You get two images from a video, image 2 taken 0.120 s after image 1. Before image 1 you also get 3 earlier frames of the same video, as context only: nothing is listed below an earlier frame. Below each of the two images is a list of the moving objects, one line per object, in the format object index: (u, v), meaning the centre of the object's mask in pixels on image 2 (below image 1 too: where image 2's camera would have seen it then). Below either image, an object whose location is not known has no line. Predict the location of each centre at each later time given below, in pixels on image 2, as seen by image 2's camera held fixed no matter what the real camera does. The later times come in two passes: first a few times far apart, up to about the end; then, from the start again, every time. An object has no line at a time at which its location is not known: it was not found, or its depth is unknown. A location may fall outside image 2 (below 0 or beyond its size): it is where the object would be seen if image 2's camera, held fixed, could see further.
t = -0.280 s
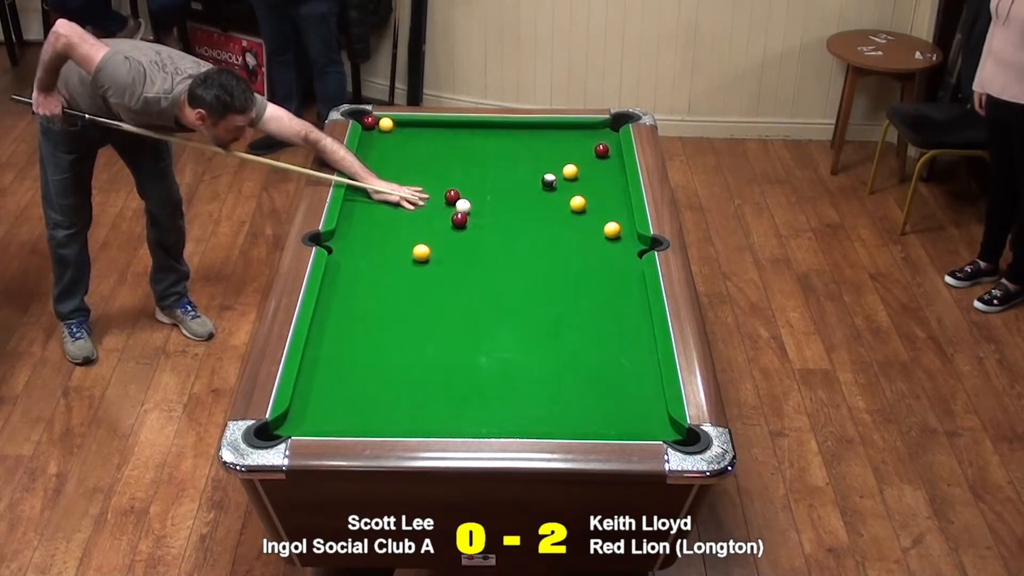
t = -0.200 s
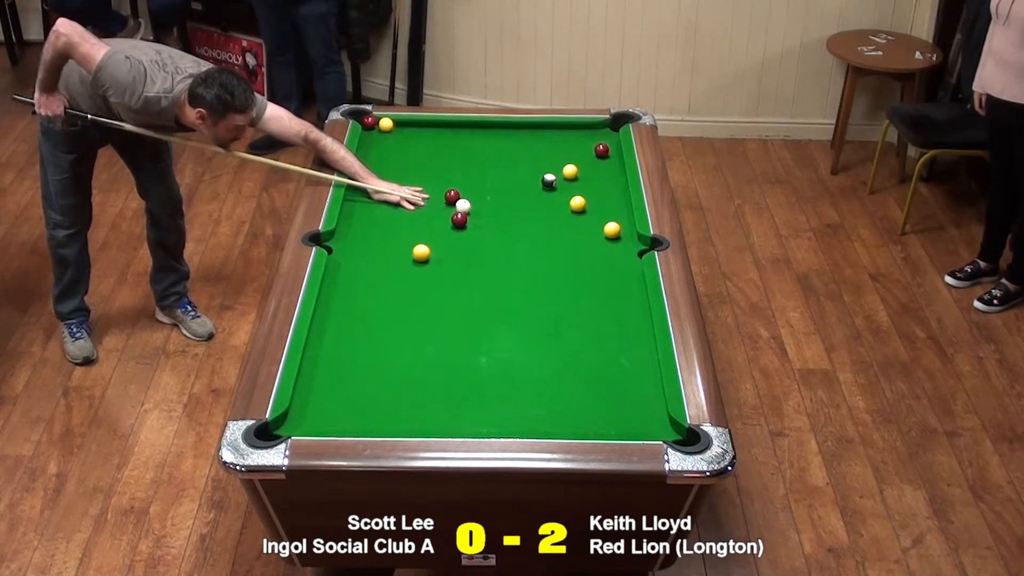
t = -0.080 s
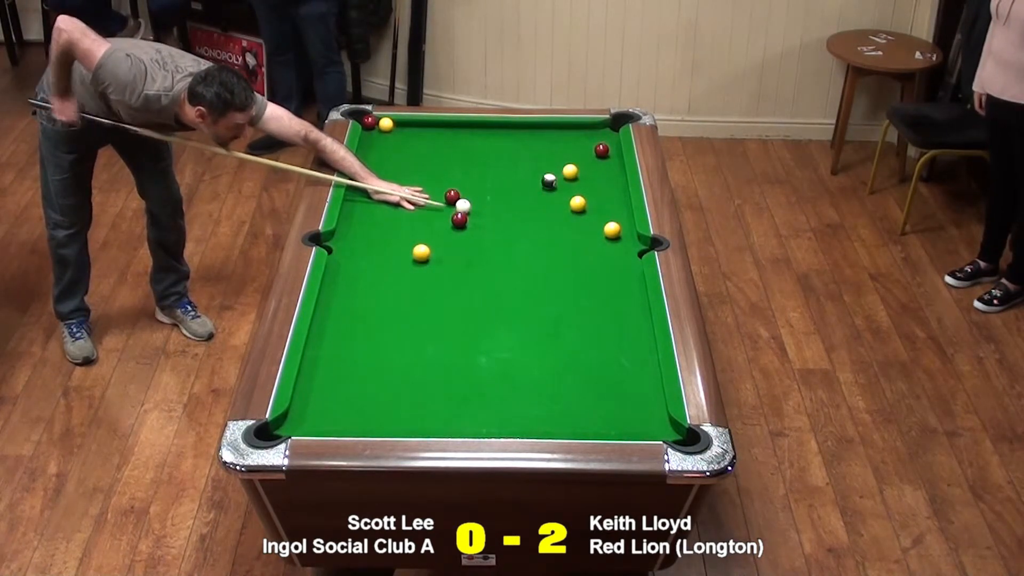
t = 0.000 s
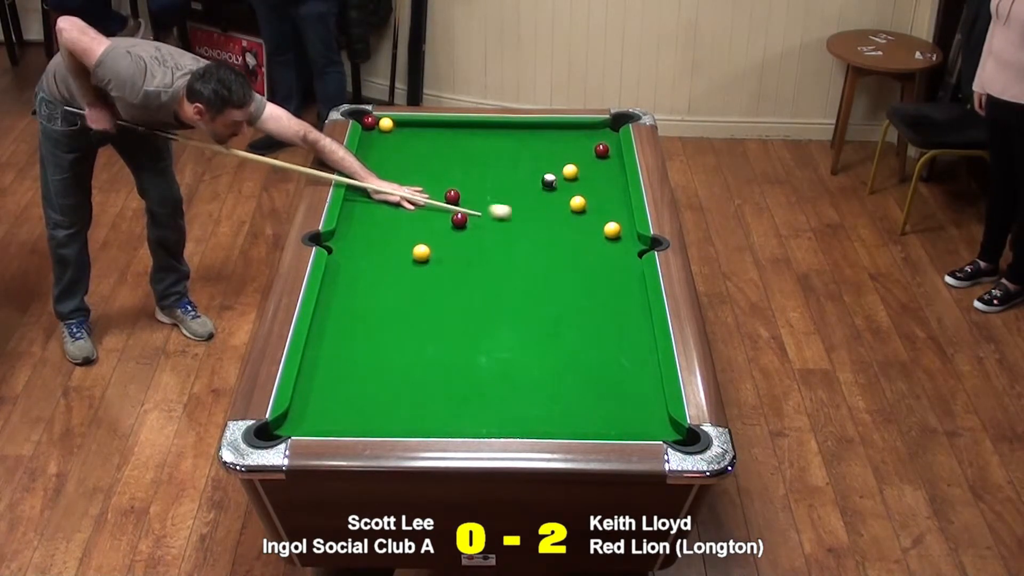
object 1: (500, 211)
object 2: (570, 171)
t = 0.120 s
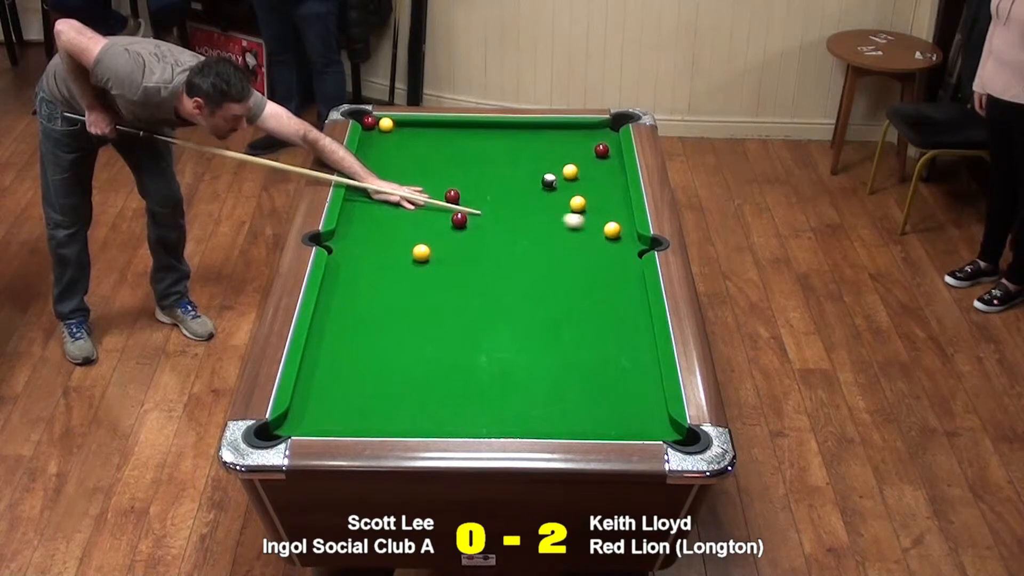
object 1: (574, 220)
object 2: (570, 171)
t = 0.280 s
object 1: (615, 216)
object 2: (570, 171)
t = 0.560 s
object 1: (614, 201)
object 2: (570, 171)
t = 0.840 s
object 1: (598, 188)
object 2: (570, 171)
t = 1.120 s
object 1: (583, 177)
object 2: (570, 171)
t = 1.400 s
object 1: (583, 173)
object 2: (561, 167)
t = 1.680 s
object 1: (584, 171)
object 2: (552, 164)
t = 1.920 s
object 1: (585, 169)
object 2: (546, 162)
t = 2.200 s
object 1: (586, 168)
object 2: (541, 160)
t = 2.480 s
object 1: (586, 168)
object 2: (536, 158)
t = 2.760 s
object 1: (586, 168)
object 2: (534, 157)
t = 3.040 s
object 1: (586, 168)
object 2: (534, 157)
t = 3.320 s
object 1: (586, 168)
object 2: (534, 157)
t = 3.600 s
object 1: (586, 168)
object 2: (534, 157)
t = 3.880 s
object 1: (586, 168)
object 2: (534, 157)
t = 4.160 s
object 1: (586, 168)
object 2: (534, 157)
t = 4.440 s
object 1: (586, 168)
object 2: (534, 157)
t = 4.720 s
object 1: (586, 168)
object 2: (534, 157)
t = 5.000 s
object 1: (586, 168)
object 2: (534, 157)
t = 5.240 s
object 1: (586, 168)
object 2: (534, 157)
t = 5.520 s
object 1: (586, 168)
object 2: (534, 157)
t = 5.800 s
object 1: (586, 168)
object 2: (534, 157)
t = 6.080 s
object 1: (586, 168)
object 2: (534, 157)
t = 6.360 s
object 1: (586, 168)
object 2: (534, 157)
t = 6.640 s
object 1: (586, 168)
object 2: (534, 157)
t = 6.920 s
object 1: (586, 168)
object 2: (534, 157)
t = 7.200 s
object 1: (586, 168)
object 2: (534, 157)
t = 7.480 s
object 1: (586, 168)
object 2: (534, 157)
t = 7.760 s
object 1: (586, 168)
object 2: (534, 157)
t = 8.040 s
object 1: (586, 168)
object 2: (534, 157)
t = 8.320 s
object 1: (586, 168)
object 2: (534, 157)
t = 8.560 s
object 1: (586, 168)
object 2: (534, 157)
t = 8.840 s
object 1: (586, 168)
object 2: (534, 157)
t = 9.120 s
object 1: (586, 168)
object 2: (534, 157)
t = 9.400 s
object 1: (586, 168)
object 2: (534, 157)
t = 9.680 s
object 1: (586, 168)
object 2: (534, 157)
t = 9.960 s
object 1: (586, 168)
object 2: (534, 157)
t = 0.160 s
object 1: (595, 223)
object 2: (570, 171)
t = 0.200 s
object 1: (606, 222)
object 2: (570, 171)
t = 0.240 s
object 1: (611, 219)
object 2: (570, 171)
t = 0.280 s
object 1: (615, 216)
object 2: (570, 171)
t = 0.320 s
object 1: (619, 213)
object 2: (570, 171)
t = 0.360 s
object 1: (622, 211)
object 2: (570, 171)
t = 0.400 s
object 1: (624, 208)
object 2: (570, 171)
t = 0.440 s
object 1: (622, 207)
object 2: (570, 171)
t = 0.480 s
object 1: (619, 205)
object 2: (570, 171)
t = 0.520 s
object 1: (617, 203)
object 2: (570, 171)
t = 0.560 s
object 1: (614, 201)
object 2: (570, 171)
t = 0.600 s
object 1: (612, 199)
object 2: (570, 171)
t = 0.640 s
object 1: (610, 197)
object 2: (570, 171)
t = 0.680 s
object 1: (607, 195)
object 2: (570, 171)
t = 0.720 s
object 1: (605, 193)
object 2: (570, 171)
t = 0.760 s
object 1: (602, 192)
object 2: (570, 171)
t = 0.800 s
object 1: (600, 190)
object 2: (570, 171)
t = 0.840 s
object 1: (598, 188)
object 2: (570, 171)
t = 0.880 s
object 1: (596, 187)
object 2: (570, 171)
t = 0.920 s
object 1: (593, 185)
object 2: (570, 171)
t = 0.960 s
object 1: (591, 183)
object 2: (570, 171)
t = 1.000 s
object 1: (589, 182)
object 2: (570, 171)
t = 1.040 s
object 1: (587, 180)
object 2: (570, 171)
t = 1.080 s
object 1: (585, 179)
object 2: (570, 171)
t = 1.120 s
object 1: (583, 177)
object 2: (570, 171)
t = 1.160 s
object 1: (582, 176)
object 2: (569, 171)
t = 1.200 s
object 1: (583, 176)
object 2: (568, 170)
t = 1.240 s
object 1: (583, 175)
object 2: (566, 170)
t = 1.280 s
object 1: (583, 175)
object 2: (565, 169)
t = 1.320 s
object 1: (583, 174)
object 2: (563, 168)
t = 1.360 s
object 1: (583, 174)
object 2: (562, 168)
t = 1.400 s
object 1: (583, 173)
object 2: (561, 167)
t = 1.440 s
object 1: (584, 173)
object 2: (559, 167)
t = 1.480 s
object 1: (584, 172)
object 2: (558, 166)
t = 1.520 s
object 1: (584, 172)
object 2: (557, 166)
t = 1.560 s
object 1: (584, 172)
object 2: (556, 165)
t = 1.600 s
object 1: (584, 171)
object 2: (554, 165)
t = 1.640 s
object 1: (584, 171)
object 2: (553, 164)
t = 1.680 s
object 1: (584, 171)
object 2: (552, 164)
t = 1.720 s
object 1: (585, 170)
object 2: (551, 163)
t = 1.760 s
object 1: (585, 170)
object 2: (550, 163)
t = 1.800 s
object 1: (585, 170)
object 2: (549, 163)
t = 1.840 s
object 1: (585, 169)
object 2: (548, 162)
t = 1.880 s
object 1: (585, 169)
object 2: (547, 162)
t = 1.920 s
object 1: (585, 169)
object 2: (546, 162)
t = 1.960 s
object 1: (585, 169)
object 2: (545, 161)
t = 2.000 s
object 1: (585, 169)
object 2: (545, 161)
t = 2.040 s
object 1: (586, 169)
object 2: (544, 161)
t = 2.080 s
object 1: (586, 168)
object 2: (543, 160)
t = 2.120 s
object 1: (586, 168)
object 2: (542, 160)
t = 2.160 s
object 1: (586, 168)
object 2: (541, 160)
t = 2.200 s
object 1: (586, 168)
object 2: (541, 160)
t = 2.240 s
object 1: (586, 168)
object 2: (540, 159)
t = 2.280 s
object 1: (586, 168)
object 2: (539, 159)
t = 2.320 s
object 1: (586, 168)
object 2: (538, 159)
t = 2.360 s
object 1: (586, 168)
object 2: (538, 159)
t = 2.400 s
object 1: (586, 168)
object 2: (537, 158)
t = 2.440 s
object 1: (586, 168)
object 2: (537, 158)
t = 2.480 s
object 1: (586, 168)
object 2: (536, 158)
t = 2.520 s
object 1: (586, 168)
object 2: (536, 158)
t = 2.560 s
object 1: (586, 168)
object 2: (536, 158)
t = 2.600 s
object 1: (586, 168)
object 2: (535, 158)
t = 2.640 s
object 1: (586, 168)
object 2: (535, 158)
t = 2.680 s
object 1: (586, 168)
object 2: (535, 157)
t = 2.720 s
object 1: (586, 168)
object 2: (534, 157)
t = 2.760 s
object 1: (586, 168)
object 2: (534, 157)
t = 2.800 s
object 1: (586, 168)
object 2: (534, 157)
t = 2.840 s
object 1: (586, 168)
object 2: (534, 157)
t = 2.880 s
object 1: (586, 168)
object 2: (534, 157)
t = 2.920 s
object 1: (586, 168)
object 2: (534, 157)
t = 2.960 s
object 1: (586, 168)
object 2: (534, 157)
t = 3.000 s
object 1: (586, 168)
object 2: (534, 157)
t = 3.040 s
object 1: (586, 168)
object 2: (534, 157)
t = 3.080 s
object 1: (586, 168)
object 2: (534, 157)
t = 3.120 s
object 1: (586, 168)
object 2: (534, 157)
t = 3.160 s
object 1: (586, 168)
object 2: (534, 157)
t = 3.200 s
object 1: (586, 168)
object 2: (534, 157)
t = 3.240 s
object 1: (586, 168)
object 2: (534, 157)
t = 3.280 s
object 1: (586, 168)
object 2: (534, 157)
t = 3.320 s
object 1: (586, 168)
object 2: (534, 157)
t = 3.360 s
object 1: (586, 168)
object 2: (534, 157)
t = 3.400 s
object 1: (586, 168)
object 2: (534, 157)
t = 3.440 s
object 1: (586, 168)
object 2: (534, 157)
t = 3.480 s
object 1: (586, 168)
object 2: (534, 157)
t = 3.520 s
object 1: (586, 168)
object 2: (534, 157)
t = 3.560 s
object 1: (586, 168)
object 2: (534, 157)
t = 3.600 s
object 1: (586, 168)
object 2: (534, 157)
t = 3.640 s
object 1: (586, 168)
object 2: (534, 157)
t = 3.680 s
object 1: (586, 168)
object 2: (534, 157)
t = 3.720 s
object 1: (586, 168)
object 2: (534, 157)
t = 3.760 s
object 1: (586, 168)
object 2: (534, 157)
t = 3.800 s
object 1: (586, 168)
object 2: (534, 157)
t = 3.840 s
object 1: (586, 168)
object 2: (534, 157)
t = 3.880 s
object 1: (586, 168)
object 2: (534, 157)
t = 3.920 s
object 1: (586, 168)
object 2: (534, 157)
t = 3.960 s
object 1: (586, 168)
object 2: (534, 157)
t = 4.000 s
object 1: (586, 168)
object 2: (534, 157)
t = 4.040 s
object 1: (586, 168)
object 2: (534, 157)
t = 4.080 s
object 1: (586, 168)
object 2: (534, 157)
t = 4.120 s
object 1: (586, 168)
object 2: (534, 157)
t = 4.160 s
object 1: (586, 168)
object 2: (534, 157)
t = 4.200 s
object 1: (586, 168)
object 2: (534, 157)
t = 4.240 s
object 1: (586, 168)
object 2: (534, 157)
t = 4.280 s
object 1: (586, 168)
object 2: (534, 157)
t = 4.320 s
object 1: (586, 168)
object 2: (534, 157)
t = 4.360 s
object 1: (586, 168)
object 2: (534, 157)
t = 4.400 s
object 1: (586, 168)
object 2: (534, 157)
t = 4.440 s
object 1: (586, 168)
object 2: (534, 157)
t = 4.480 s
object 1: (586, 168)
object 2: (534, 157)
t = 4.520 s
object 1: (586, 168)
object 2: (534, 157)
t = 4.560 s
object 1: (586, 168)
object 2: (534, 157)
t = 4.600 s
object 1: (586, 168)
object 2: (534, 157)
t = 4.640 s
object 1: (586, 168)
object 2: (534, 157)
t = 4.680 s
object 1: (586, 168)
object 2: (534, 157)
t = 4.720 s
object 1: (586, 168)
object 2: (534, 157)
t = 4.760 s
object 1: (586, 168)
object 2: (534, 157)
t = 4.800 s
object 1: (586, 168)
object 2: (534, 157)
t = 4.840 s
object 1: (586, 168)
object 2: (534, 157)
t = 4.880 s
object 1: (586, 168)
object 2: (534, 157)
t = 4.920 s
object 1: (586, 168)
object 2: (534, 157)
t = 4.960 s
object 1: (586, 168)
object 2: (534, 157)
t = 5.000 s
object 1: (586, 168)
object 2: (534, 157)
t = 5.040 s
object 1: (586, 168)
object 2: (534, 157)
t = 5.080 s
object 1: (586, 168)
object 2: (534, 157)
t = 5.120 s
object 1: (586, 168)
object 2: (534, 157)
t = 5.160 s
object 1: (586, 168)
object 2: (534, 157)
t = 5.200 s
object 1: (586, 168)
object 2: (534, 157)
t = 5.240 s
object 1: (586, 168)
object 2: (534, 157)
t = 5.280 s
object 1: (586, 168)
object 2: (534, 157)
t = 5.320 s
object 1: (586, 168)
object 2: (534, 157)
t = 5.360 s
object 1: (586, 168)
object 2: (534, 157)
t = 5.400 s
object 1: (586, 168)
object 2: (534, 157)
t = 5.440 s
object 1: (586, 168)
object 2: (534, 157)
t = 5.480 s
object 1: (586, 168)
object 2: (534, 157)
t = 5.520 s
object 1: (586, 168)
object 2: (534, 157)
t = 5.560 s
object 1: (586, 168)
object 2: (534, 157)
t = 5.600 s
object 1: (586, 168)
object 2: (534, 157)
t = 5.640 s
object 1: (586, 168)
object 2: (534, 157)
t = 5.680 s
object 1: (586, 168)
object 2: (534, 157)
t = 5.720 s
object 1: (586, 168)
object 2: (534, 157)
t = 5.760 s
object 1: (586, 168)
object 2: (534, 157)
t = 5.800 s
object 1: (586, 168)
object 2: (534, 157)
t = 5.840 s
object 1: (586, 168)
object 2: (534, 157)
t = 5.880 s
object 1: (586, 168)
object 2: (534, 157)
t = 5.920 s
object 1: (586, 168)
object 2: (534, 157)
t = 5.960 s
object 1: (586, 168)
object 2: (534, 157)
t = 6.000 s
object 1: (586, 168)
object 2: (534, 157)
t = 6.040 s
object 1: (586, 168)
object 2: (534, 157)
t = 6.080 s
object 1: (586, 168)
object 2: (534, 157)
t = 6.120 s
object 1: (586, 168)
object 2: (534, 157)
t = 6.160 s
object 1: (586, 168)
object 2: (534, 157)
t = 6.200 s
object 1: (586, 168)
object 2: (534, 157)
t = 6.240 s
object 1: (586, 168)
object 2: (534, 157)
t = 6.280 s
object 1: (586, 168)
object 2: (534, 157)
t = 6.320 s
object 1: (586, 168)
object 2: (534, 157)
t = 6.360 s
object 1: (586, 168)
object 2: (534, 157)
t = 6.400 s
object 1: (586, 168)
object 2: (534, 157)
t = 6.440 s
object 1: (586, 168)
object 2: (534, 157)
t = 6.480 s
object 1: (586, 168)
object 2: (534, 157)
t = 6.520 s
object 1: (586, 168)
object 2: (534, 157)
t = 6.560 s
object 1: (586, 168)
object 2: (534, 157)
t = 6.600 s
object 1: (586, 168)
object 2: (534, 157)
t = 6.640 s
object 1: (586, 168)
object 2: (534, 157)
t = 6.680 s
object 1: (586, 168)
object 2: (534, 157)
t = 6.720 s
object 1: (586, 168)
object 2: (534, 157)
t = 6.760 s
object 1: (586, 168)
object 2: (534, 157)
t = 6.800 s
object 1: (586, 168)
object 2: (534, 157)
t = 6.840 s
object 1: (586, 168)
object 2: (534, 157)
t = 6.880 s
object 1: (586, 168)
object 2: (534, 157)
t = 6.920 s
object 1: (586, 168)
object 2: (534, 157)
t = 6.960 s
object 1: (586, 168)
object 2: (534, 157)
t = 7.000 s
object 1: (586, 168)
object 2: (534, 157)
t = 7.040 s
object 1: (586, 168)
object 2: (534, 157)
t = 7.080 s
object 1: (586, 168)
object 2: (534, 157)
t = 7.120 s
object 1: (586, 168)
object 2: (534, 157)
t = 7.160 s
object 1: (586, 168)
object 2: (534, 157)
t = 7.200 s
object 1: (586, 168)
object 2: (534, 157)
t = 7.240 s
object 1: (586, 168)
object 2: (534, 157)
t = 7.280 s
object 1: (586, 168)
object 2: (534, 157)
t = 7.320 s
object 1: (586, 168)
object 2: (534, 157)
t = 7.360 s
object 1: (586, 168)
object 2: (534, 157)
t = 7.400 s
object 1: (586, 168)
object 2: (534, 157)
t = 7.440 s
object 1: (586, 168)
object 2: (534, 157)
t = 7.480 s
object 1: (586, 168)
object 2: (534, 157)
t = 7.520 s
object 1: (586, 168)
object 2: (534, 157)
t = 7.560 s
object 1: (586, 168)
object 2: (534, 157)
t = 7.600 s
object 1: (586, 168)
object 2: (534, 157)
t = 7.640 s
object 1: (586, 168)
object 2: (534, 157)
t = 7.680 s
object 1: (586, 168)
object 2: (534, 157)
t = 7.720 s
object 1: (586, 168)
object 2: (534, 157)
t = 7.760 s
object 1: (586, 168)
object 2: (534, 157)
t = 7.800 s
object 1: (586, 168)
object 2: (534, 157)
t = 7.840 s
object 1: (586, 168)
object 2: (534, 157)
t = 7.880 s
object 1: (586, 168)
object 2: (534, 157)
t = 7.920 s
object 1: (586, 168)
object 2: (534, 157)
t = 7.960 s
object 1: (586, 168)
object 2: (534, 157)
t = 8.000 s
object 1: (586, 168)
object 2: (534, 157)
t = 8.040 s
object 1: (586, 168)
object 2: (534, 157)
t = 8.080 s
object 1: (586, 168)
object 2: (534, 157)
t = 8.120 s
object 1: (586, 168)
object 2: (534, 157)
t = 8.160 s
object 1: (586, 168)
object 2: (534, 157)
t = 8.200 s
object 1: (586, 168)
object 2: (534, 157)
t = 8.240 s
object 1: (586, 168)
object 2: (534, 157)
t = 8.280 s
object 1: (586, 168)
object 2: (534, 157)
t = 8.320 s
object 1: (586, 168)
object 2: (534, 157)
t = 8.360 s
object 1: (586, 168)
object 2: (534, 157)
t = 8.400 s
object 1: (586, 168)
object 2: (534, 157)
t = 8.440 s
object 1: (586, 168)
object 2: (534, 157)
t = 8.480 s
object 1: (586, 168)
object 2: (534, 157)
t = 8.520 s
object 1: (586, 168)
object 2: (534, 157)
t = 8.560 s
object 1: (586, 168)
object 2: (534, 157)
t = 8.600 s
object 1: (586, 168)
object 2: (534, 157)
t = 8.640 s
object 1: (586, 168)
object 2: (534, 157)
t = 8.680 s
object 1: (586, 168)
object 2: (534, 157)
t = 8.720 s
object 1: (586, 168)
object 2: (534, 157)
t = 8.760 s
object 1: (586, 168)
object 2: (534, 157)
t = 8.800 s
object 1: (586, 168)
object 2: (534, 157)
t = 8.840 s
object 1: (586, 168)
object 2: (534, 157)
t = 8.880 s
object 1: (586, 168)
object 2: (534, 157)
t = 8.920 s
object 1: (586, 168)
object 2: (534, 157)
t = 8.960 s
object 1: (586, 168)
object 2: (534, 157)
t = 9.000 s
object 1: (586, 168)
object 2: (534, 157)
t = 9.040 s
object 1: (586, 168)
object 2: (534, 157)
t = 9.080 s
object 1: (586, 168)
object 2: (534, 157)
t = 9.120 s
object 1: (586, 168)
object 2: (534, 157)
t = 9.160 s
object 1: (586, 168)
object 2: (534, 157)
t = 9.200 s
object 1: (586, 168)
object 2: (534, 157)
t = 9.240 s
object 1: (586, 168)
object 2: (534, 157)
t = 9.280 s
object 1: (586, 168)
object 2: (534, 157)
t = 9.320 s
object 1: (586, 168)
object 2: (534, 157)
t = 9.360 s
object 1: (586, 168)
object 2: (534, 157)
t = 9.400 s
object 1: (586, 168)
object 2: (534, 157)
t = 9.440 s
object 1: (586, 168)
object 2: (534, 157)
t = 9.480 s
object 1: (586, 168)
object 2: (534, 157)
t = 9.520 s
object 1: (586, 168)
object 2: (534, 157)
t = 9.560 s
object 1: (586, 168)
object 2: (534, 157)
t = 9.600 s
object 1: (586, 168)
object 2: (534, 157)
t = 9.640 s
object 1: (586, 168)
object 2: (534, 157)
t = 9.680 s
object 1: (586, 168)
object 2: (534, 157)
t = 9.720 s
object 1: (586, 168)
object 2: (534, 157)
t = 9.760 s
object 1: (586, 168)
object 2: (534, 157)
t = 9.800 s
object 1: (586, 168)
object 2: (534, 157)
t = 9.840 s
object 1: (586, 168)
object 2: (534, 157)
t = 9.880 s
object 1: (586, 168)
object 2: (534, 157)
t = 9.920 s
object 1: (586, 168)
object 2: (534, 157)
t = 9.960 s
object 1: (586, 168)
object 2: (534, 157)
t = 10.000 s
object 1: (586, 168)
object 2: (534, 157)
